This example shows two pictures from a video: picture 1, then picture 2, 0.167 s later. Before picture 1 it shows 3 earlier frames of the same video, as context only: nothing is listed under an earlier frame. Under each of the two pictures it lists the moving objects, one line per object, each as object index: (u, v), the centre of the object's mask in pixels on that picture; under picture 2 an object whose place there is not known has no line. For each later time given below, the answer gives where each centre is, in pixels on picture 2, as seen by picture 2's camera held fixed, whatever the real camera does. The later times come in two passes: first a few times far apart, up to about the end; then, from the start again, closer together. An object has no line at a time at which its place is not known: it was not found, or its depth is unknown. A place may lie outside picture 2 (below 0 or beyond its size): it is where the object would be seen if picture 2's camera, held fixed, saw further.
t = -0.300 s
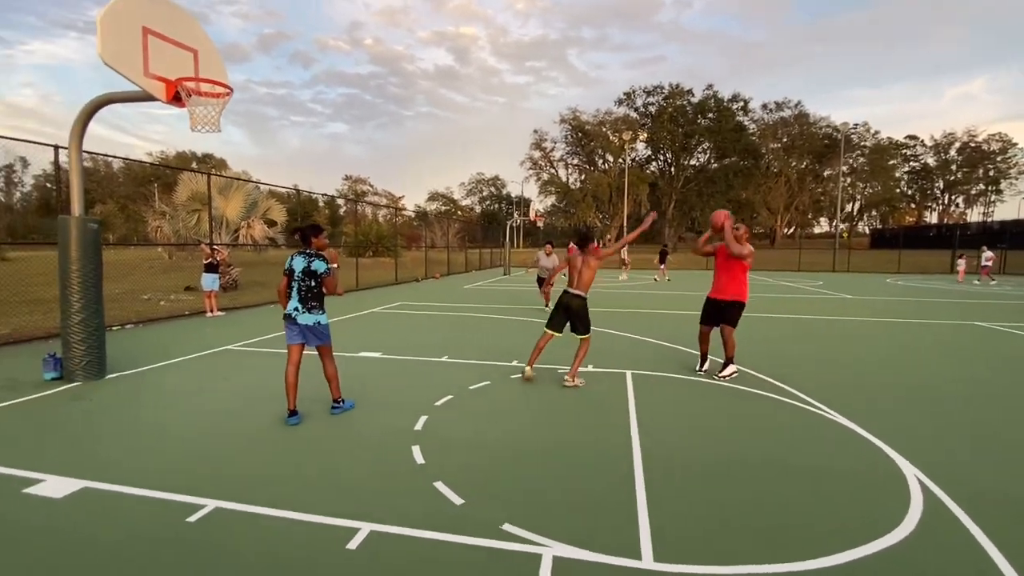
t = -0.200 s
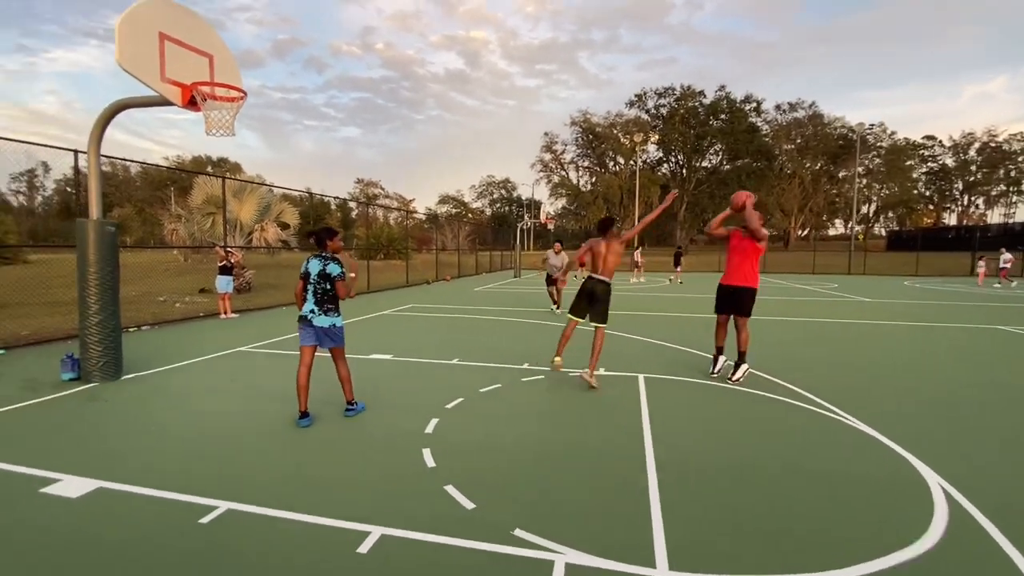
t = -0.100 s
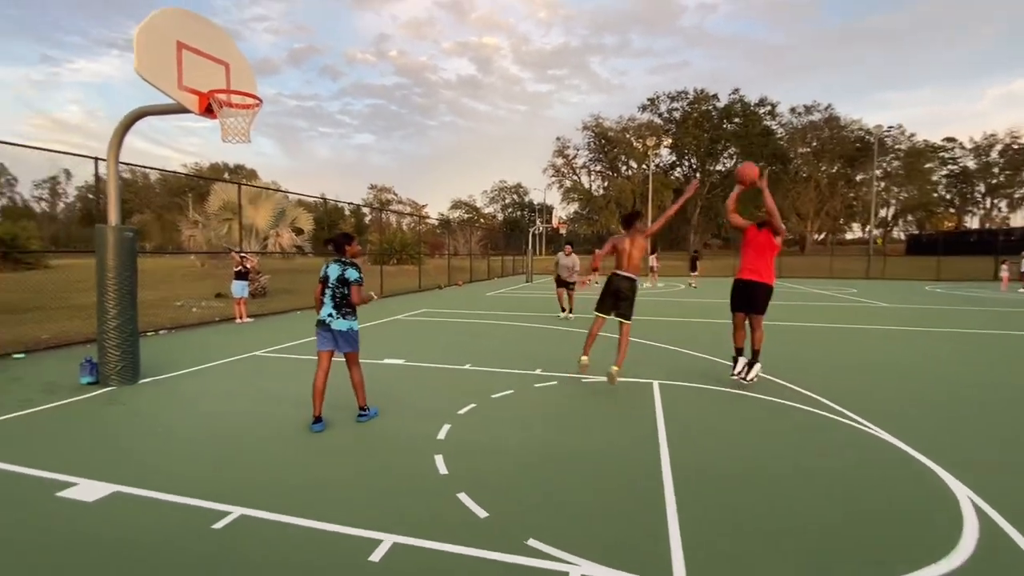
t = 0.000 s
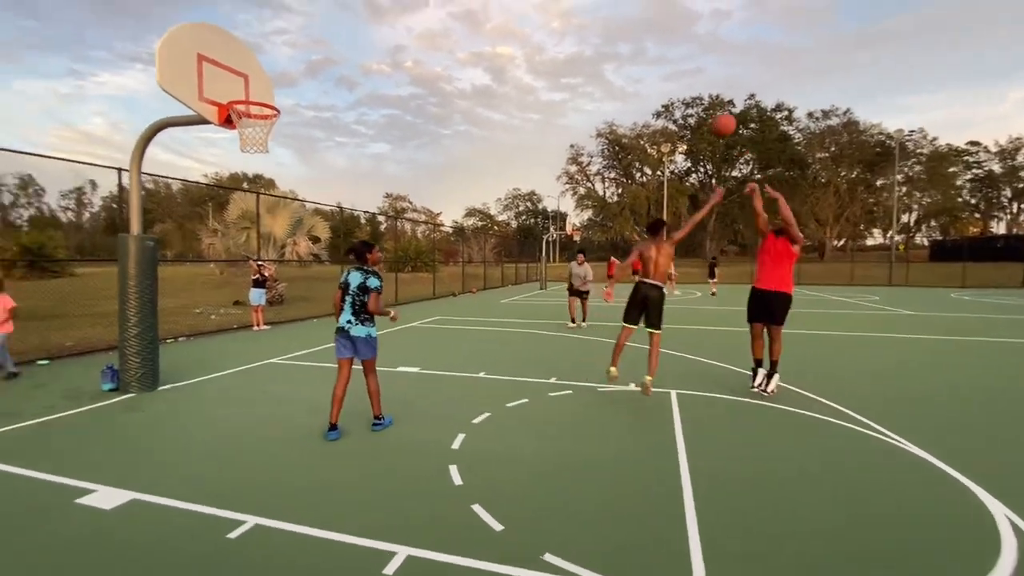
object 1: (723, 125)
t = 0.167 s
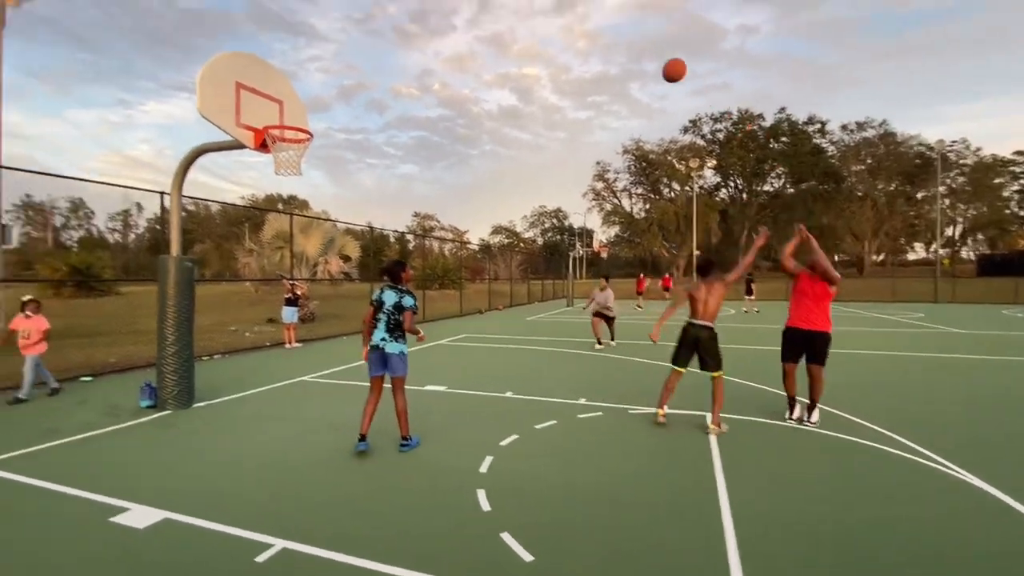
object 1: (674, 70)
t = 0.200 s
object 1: (658, 60)
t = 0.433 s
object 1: (547, 20)
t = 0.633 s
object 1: (454, 28)
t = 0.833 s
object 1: (366, 70)
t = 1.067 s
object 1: (279, 158)
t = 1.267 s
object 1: (293, 182)
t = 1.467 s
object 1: (313, 240)
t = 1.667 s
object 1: (328, 334)
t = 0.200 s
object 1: (658, 60)
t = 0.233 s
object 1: (642, 51)
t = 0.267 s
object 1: (626, 43)
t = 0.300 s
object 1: (610, 36)
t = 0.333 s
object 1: (594, 31)
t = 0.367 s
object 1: (578, 26)
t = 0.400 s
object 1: (562, 22)
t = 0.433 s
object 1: (547, 20)
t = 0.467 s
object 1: (531, 19)
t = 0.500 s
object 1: (515, 19)
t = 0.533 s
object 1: (500, 19)
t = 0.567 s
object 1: (484, 21)
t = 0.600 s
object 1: (469, 24)
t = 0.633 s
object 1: (454, 28)
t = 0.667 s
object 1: (439, 32)
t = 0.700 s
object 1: (424, 38)
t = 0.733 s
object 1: (409, 44)
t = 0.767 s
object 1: (395, 52)
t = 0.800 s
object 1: (381, 61)
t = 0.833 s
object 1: (366, 70)
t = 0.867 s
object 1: (352, 80)
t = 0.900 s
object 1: (338, 92)
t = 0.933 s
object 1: (324, 104)
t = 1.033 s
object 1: (283, 144)
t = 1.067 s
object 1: (279, 158)
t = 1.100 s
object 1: (278, 162)
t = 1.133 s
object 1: (282, 170)
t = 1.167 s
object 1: (284, 168)
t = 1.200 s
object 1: (287, 175)
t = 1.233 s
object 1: (290, 177)
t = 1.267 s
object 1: (293, 182)
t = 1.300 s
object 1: (296, 189)
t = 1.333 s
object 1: (300, 197)
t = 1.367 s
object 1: (304, 206)
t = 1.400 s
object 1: (307, 216)
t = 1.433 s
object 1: (310, 228)
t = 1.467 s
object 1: (313, 240)
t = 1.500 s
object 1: (316, 254)
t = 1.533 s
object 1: (319, 268)
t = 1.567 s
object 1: (322, 283)
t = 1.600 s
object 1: (324, 300)
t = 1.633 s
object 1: (327, 318)
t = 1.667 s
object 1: (328, 334)
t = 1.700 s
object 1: (332, 355)
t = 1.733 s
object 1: (335, 375)
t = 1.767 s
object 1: (338, 397)
